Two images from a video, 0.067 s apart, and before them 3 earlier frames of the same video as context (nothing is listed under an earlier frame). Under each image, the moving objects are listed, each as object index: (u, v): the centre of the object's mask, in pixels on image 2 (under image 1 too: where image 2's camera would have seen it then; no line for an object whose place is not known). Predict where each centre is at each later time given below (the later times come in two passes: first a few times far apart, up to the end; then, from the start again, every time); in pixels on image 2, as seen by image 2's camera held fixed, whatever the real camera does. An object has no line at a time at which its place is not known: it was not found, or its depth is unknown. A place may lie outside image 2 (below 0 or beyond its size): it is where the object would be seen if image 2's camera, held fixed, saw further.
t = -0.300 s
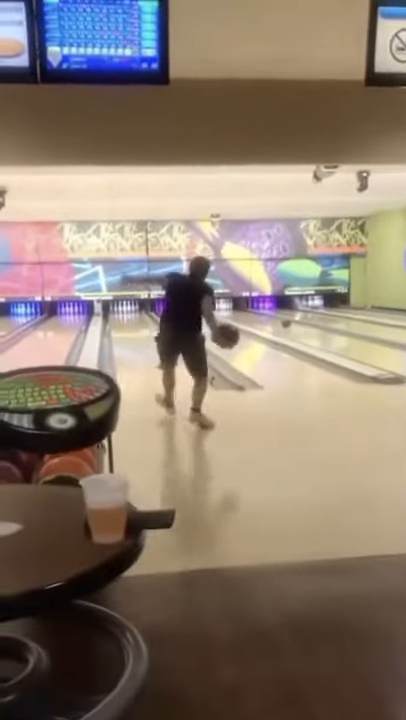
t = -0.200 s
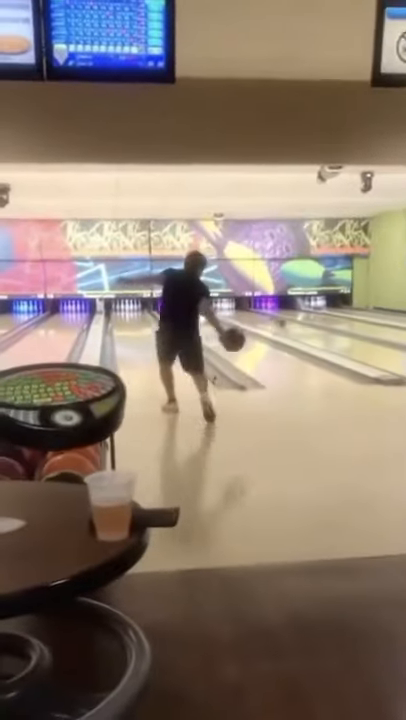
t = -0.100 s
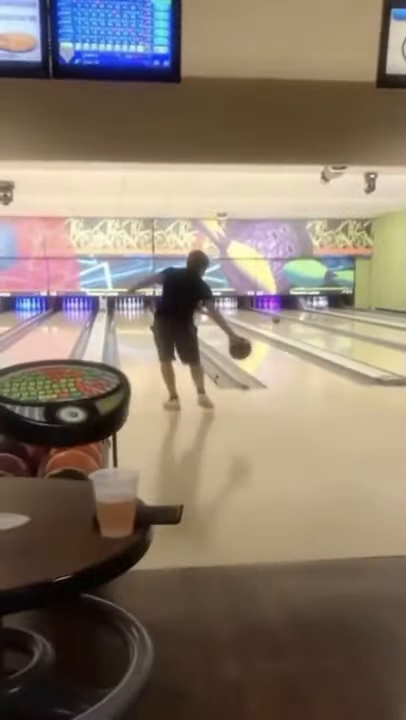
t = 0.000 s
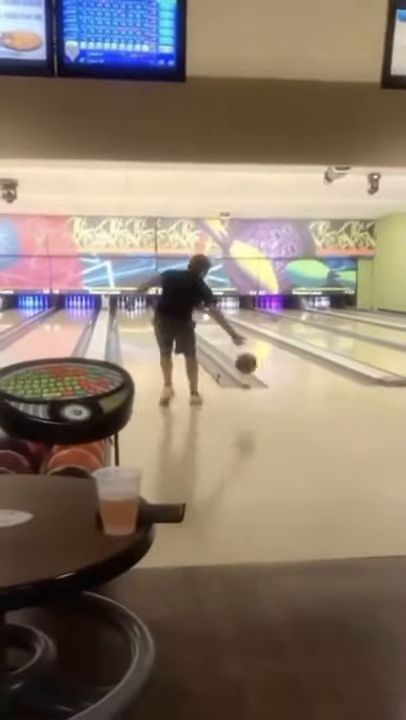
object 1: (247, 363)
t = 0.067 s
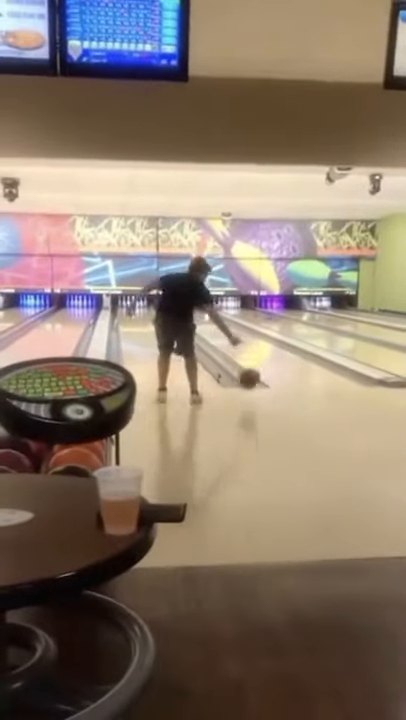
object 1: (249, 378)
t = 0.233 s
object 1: (254, 382)
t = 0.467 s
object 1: (261, 378)
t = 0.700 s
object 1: (249, 373)
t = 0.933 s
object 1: (242, 368)
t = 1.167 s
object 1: (235, 363)
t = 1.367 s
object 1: (230, 358)
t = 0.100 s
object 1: (250, 385)
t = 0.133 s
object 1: (250, 385)
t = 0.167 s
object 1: (252, 383)
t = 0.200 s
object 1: (253, 382)
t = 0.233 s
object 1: (254, 382)
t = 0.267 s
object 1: (255, 382)
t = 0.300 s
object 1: (256, 382)
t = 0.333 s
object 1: (257, 380)
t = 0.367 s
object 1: (258, 379)
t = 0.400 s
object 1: (259, 378)
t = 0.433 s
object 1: (259, 378)
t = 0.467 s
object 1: (261, 378)
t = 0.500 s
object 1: (260, 378)
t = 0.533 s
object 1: (257, 376)
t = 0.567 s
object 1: (255, 376)
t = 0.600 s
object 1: (253, 376)
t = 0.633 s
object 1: (252, 377)
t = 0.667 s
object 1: (250, 374)
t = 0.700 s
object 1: (249, 373)
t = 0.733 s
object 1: (247, 372)
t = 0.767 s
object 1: (247, 373)
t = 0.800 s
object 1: (246, 371)
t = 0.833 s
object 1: (245, 371)
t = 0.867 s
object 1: (245, 370)
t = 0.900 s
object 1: (243, 369)
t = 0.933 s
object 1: (242, 368)
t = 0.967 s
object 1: (241, 368)
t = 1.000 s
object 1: (240, 367)
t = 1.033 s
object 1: (239, 367)
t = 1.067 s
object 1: (239, 366)
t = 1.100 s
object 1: (237, 365)
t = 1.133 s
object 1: (236, 364)
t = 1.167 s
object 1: (235, 363)
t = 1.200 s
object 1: (235, 362)
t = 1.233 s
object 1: (233, 360)
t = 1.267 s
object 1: (232, 360)
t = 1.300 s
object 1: (232, 359)
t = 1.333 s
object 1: (231, 358)
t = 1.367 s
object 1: (230, 358)
